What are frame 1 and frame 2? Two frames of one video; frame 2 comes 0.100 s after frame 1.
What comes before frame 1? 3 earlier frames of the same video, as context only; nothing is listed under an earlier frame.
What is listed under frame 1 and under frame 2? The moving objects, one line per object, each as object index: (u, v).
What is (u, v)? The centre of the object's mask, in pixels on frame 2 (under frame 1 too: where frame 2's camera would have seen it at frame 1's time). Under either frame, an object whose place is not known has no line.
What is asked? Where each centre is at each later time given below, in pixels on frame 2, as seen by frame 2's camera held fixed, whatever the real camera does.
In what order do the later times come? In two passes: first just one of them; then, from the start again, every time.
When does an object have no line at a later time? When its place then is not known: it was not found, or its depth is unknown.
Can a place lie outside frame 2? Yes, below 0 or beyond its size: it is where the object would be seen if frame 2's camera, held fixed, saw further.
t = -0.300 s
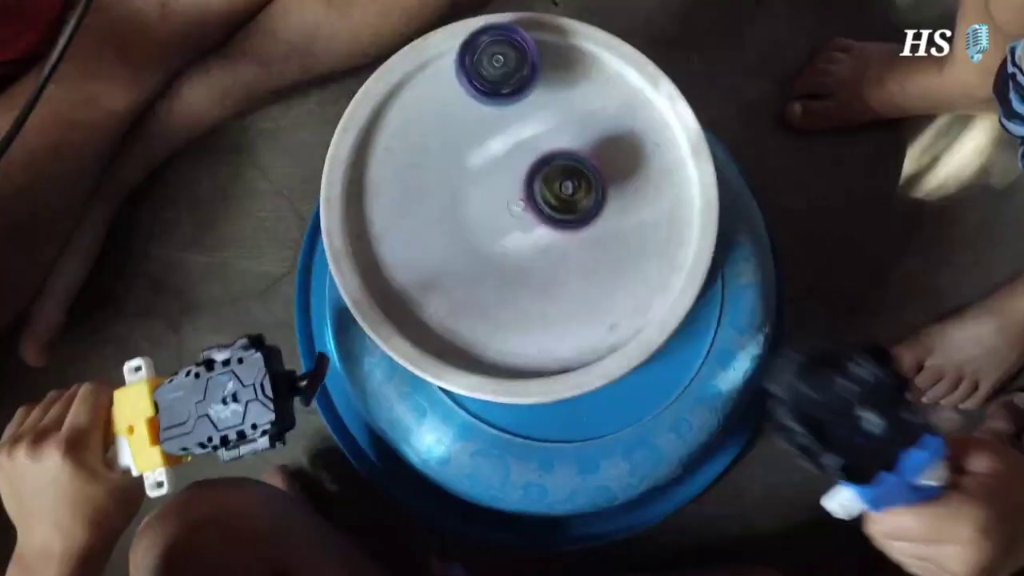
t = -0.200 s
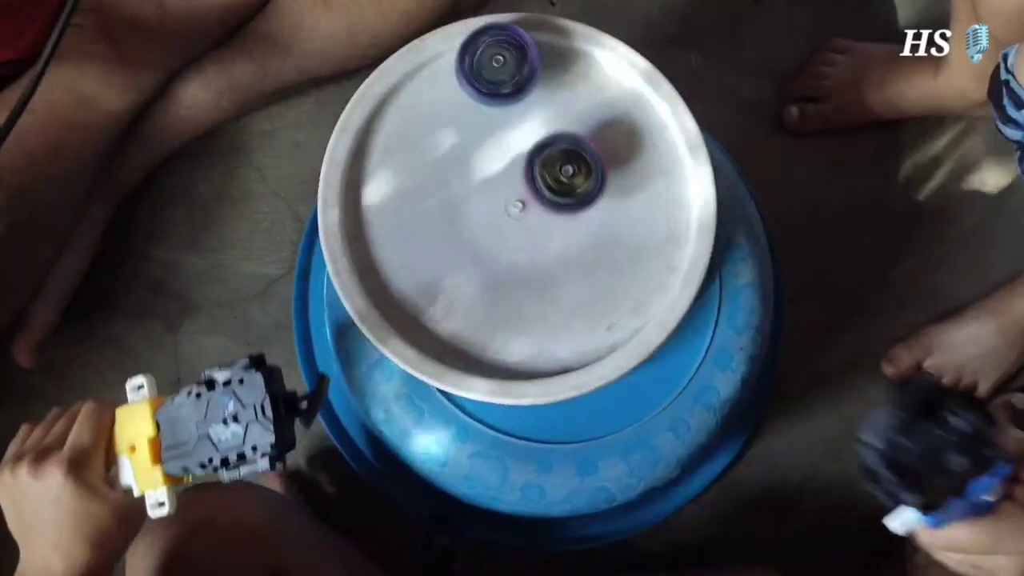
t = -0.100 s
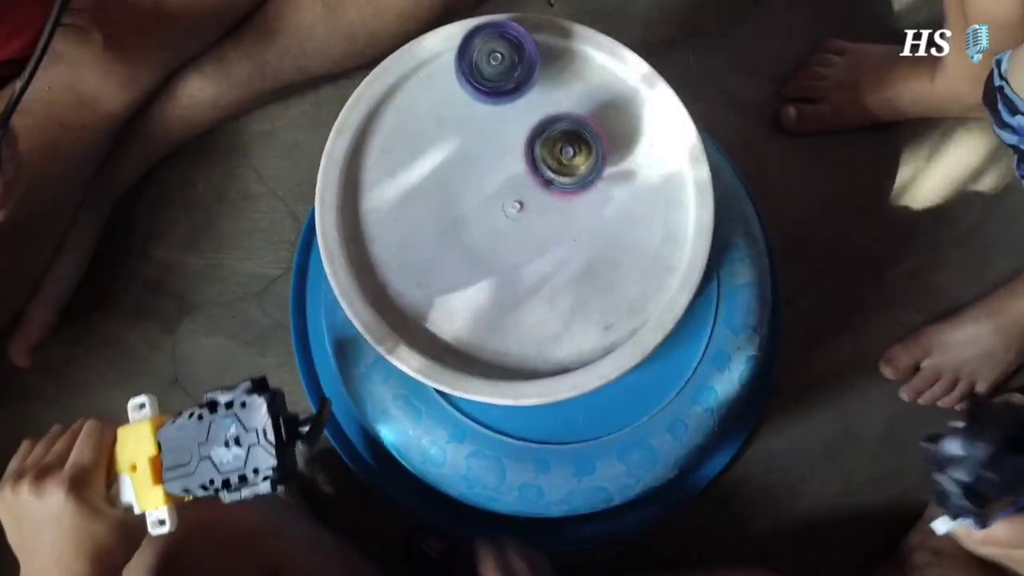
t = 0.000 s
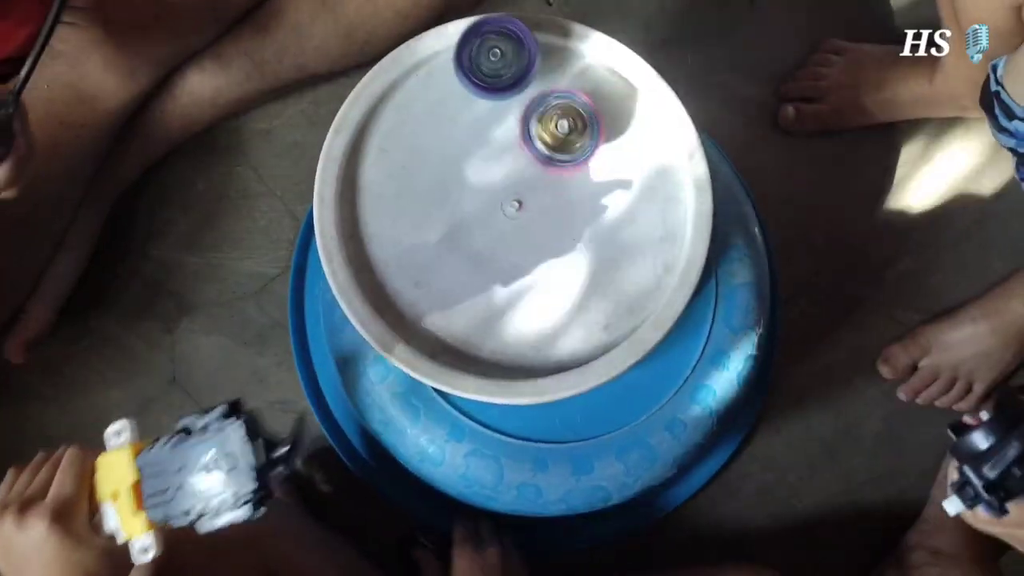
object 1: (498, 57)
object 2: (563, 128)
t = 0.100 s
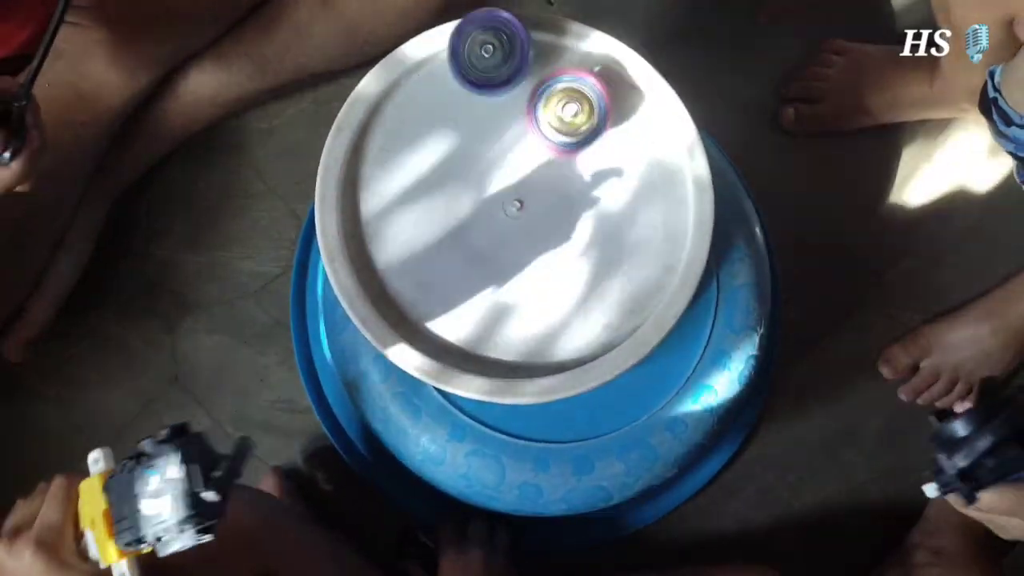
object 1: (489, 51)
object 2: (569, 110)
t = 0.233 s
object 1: (484, 47)
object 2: (587, 86)
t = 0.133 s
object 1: (487, 51)
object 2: (573, 104)
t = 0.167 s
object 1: (487, 49)
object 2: (578, 98)
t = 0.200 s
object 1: (486, 46)
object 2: (582, 92)
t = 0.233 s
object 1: (484, 47)
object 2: (587, 86)
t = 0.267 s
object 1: (483, 47)
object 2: (591, 80)
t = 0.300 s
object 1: (482, 47)
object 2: (595, 74)
